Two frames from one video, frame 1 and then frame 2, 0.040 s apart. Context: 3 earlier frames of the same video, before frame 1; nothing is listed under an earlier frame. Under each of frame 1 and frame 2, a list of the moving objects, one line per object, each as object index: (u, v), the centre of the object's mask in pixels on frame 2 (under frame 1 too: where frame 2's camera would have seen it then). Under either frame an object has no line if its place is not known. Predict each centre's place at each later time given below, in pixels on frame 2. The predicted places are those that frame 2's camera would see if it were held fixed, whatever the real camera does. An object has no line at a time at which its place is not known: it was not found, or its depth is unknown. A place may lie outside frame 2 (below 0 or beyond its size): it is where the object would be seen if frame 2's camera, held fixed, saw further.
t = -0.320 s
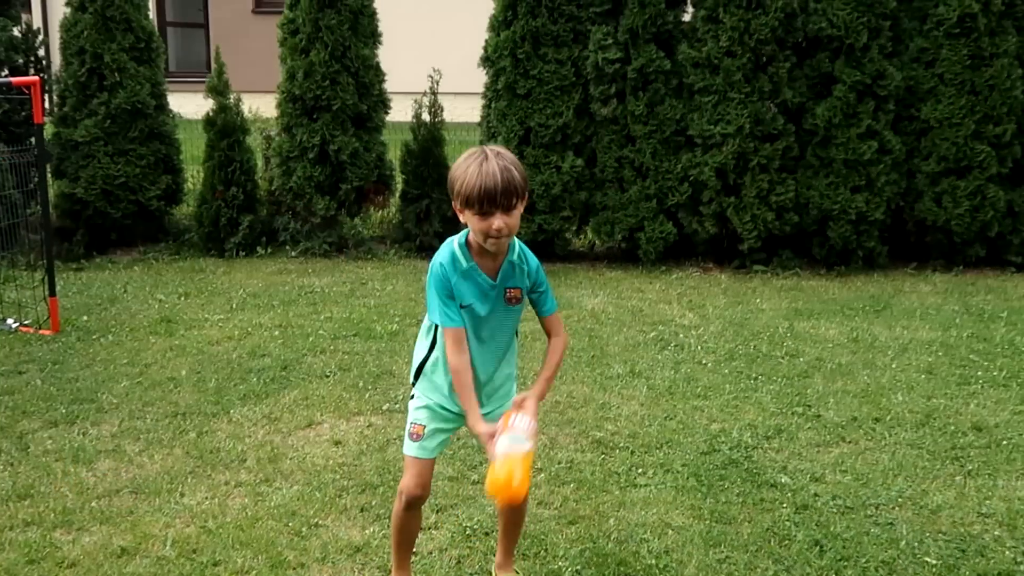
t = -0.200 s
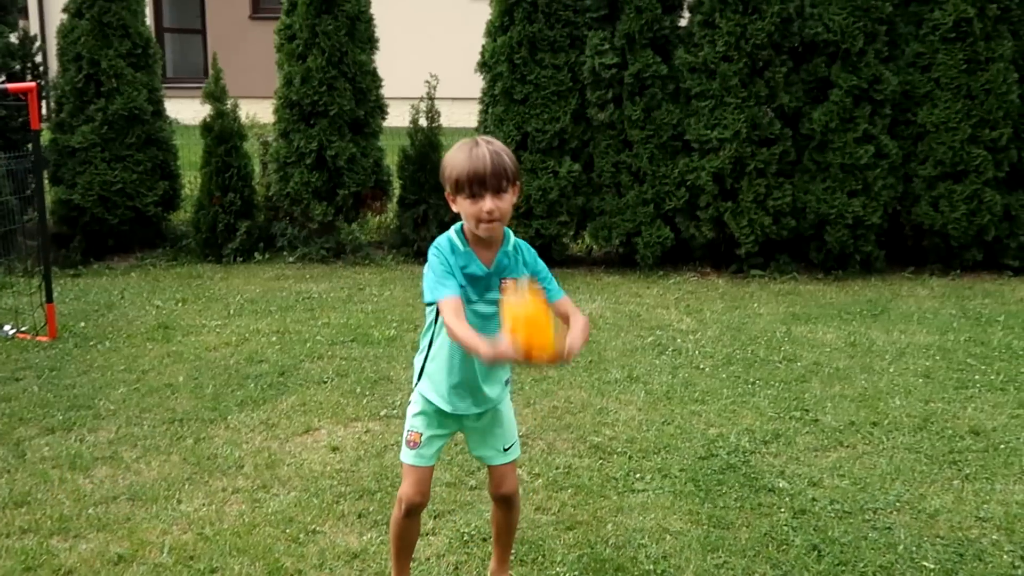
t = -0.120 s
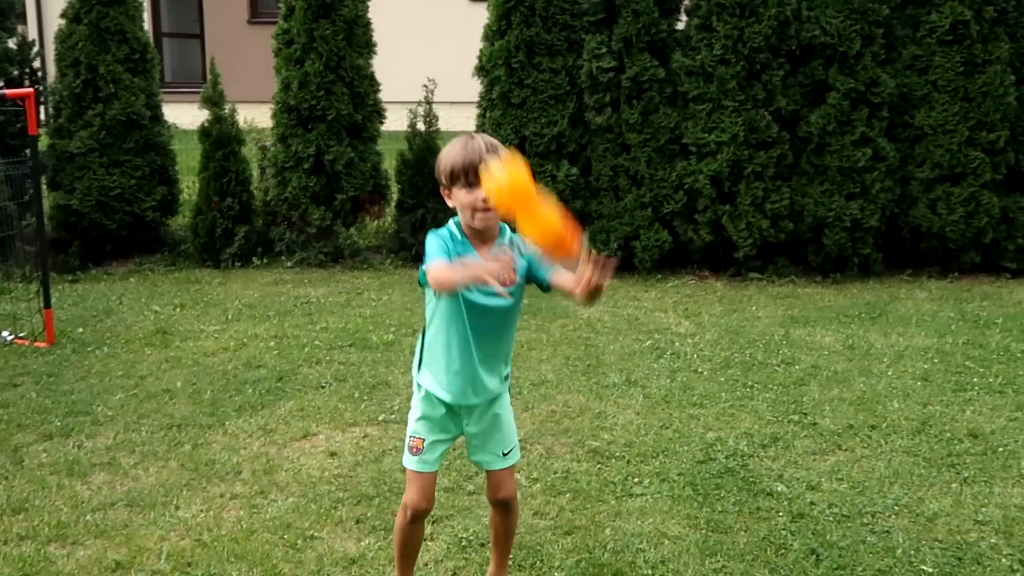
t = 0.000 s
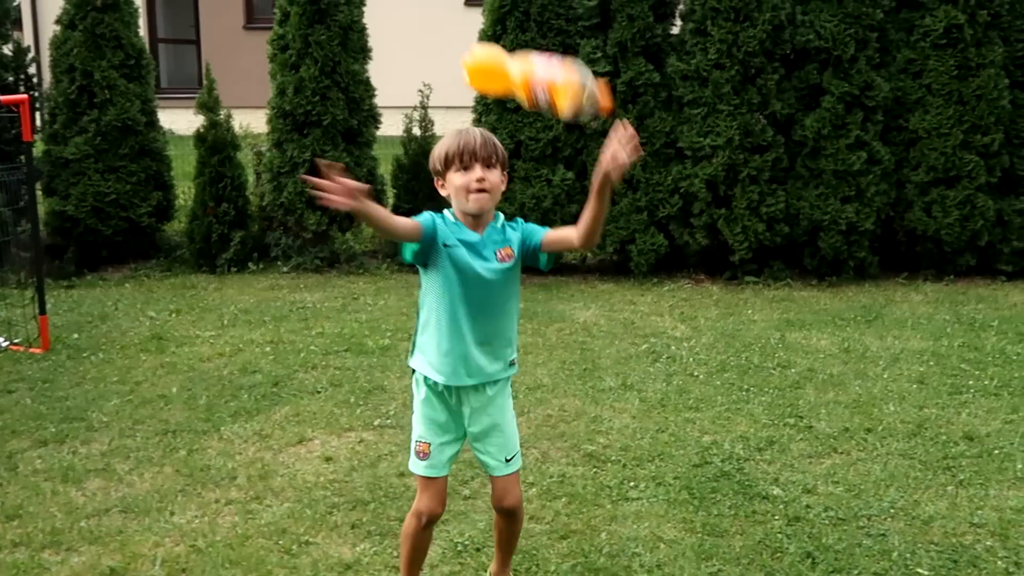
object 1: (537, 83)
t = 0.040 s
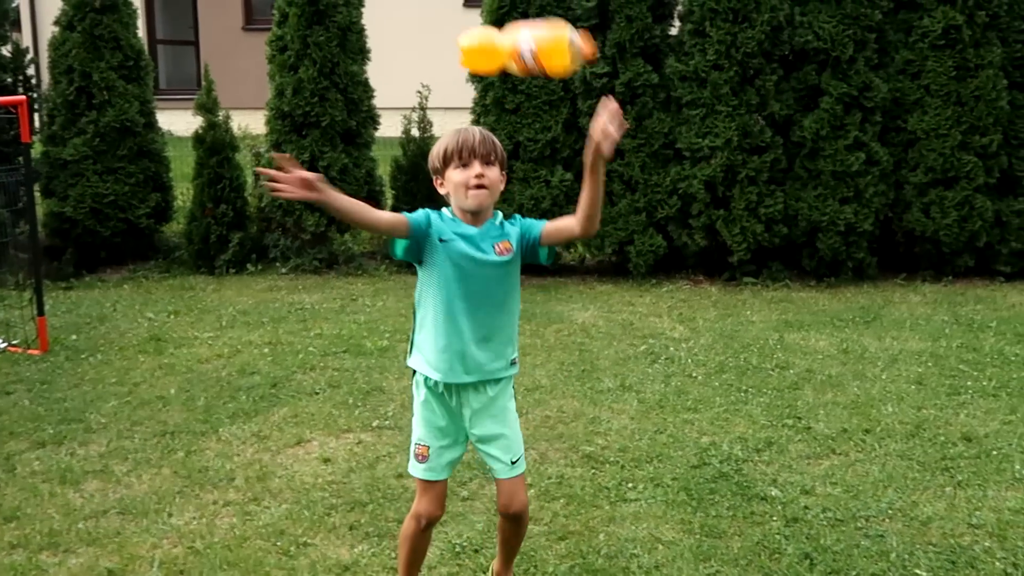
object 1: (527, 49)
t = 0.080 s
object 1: (517, 29)
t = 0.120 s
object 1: (505, 24)
